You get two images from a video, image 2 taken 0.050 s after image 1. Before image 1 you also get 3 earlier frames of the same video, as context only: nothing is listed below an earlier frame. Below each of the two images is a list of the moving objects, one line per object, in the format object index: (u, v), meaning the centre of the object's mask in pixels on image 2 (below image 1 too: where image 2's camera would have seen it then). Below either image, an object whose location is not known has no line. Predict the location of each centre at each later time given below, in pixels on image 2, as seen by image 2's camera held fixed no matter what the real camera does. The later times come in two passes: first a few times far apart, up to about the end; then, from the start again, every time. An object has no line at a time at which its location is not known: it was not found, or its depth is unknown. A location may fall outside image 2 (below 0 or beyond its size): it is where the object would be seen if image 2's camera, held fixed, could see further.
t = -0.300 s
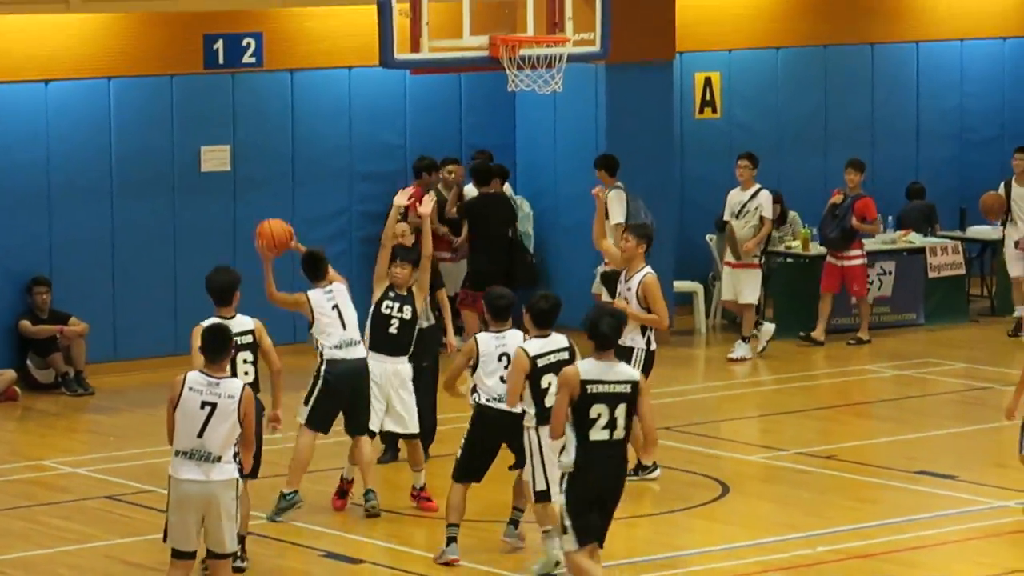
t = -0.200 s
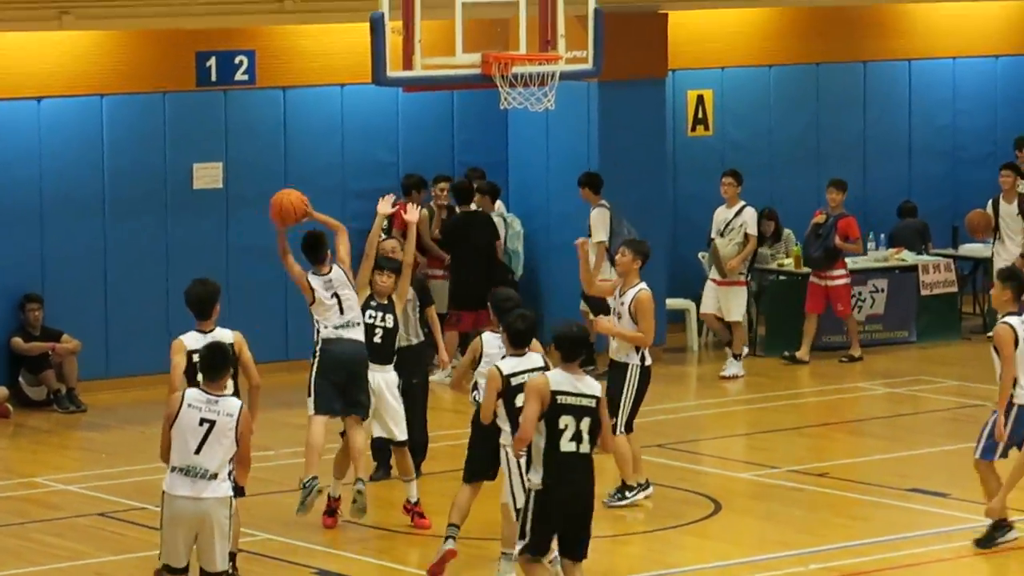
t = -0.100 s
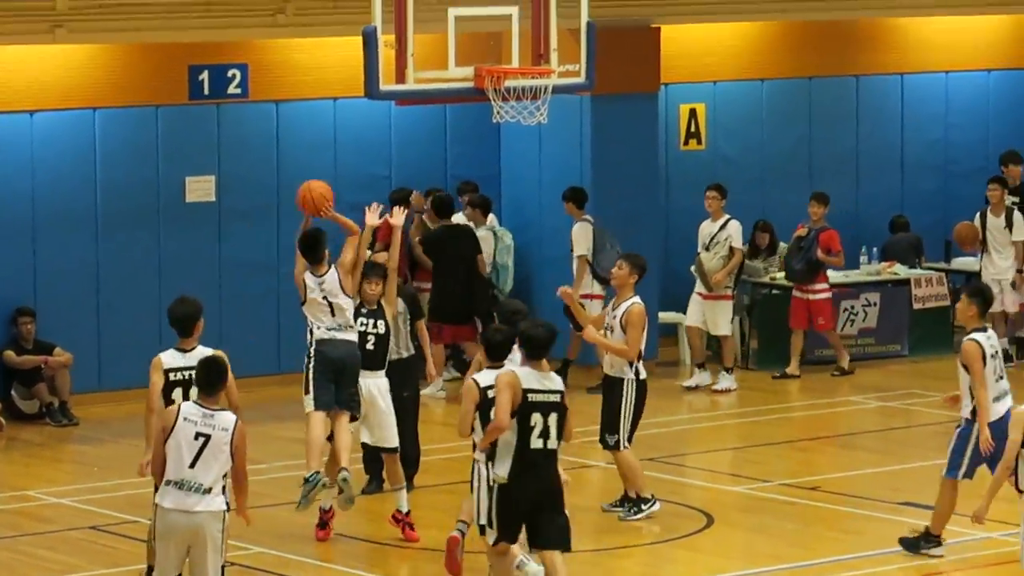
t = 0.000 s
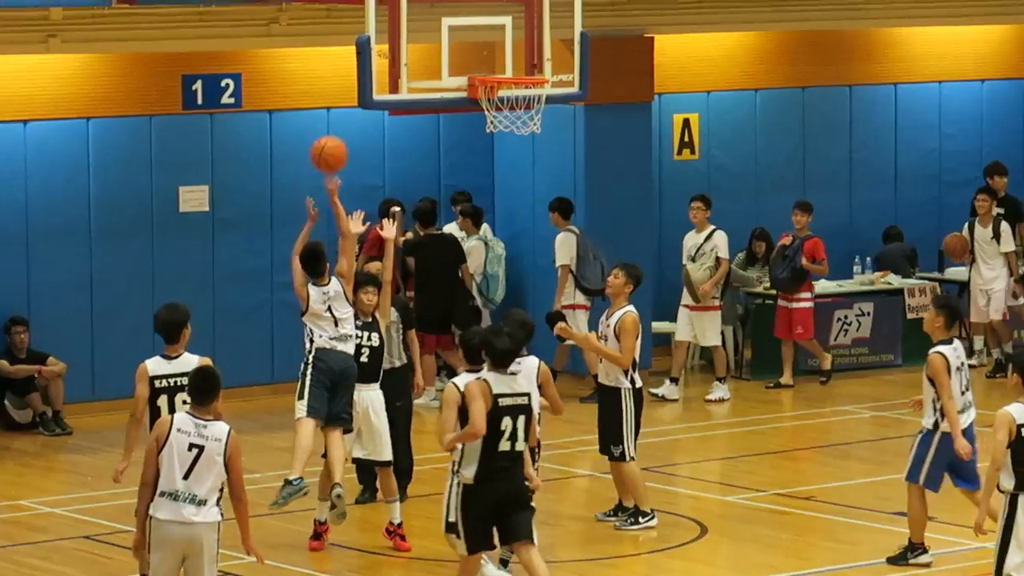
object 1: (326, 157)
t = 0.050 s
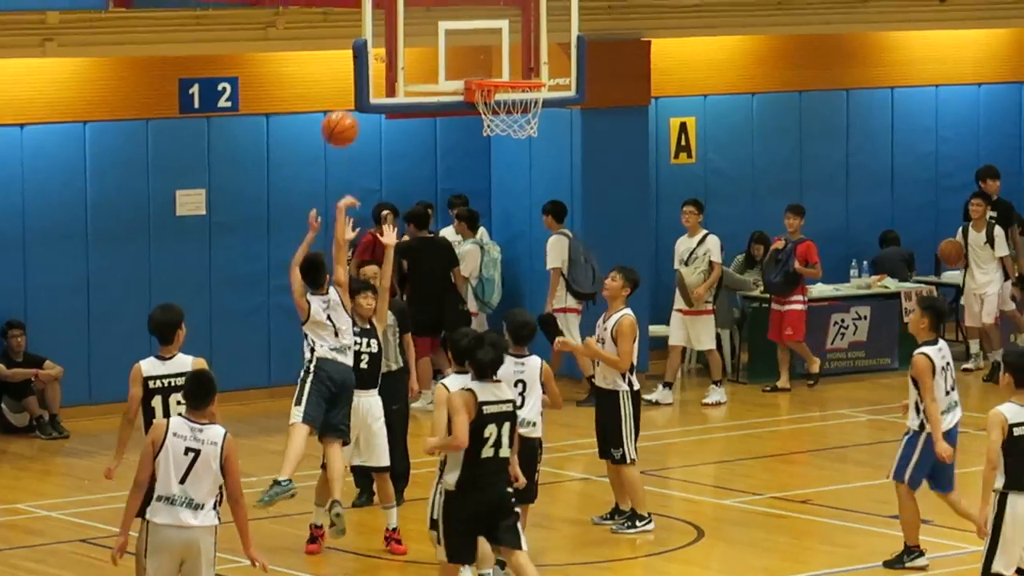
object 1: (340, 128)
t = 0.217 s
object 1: (386, 58)
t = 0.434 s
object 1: (444, 29)
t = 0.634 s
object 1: (490, 64)
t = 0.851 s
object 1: (543, 64)
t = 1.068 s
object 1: (581, 73)
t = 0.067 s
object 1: (345, 120)
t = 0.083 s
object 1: (349, 111)
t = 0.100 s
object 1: (354, 103)
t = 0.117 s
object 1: (358, 95)
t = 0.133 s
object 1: (362, 87)
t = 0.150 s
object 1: (367, 81)
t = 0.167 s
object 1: (372, 74)
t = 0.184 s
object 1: (377, 69)
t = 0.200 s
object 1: (381, 63)
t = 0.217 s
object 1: (386, 58)
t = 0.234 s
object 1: (390, 53)
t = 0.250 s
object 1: (394, 49)
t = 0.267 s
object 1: (399, 45)
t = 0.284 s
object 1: (404, 41)
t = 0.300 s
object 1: (408, 38)
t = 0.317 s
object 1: (413, 36)
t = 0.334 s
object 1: (417, 34)
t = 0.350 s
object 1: (421, 32)
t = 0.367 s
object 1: (426, 31)
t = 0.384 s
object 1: (431, 30)
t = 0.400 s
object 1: (435, 29)
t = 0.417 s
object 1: (440, 29)
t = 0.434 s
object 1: (444, 29)
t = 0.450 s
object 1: (448, 30)
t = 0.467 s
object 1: (452, 31)
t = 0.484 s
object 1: (456, 33)
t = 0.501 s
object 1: (460, 36)
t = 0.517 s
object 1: (464, 39)
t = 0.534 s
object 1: (467, 43)
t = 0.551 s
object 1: (471, 46)
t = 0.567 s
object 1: (475, 50)
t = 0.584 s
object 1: (479, 56)
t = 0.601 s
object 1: (483, 60)
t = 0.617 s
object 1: (486, 64)
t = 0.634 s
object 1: (490, 64)
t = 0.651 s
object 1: (494, 63)
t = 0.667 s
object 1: (499, 62)
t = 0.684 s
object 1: (503, 60)
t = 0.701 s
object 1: (507, 59)
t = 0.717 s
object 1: (511, 59)
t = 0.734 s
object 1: (516, 59)
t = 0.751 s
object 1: (520, 59)
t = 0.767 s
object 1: (524, 60)
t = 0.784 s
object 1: (528, 61)
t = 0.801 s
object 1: (533, 63)
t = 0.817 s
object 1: (538, 64)
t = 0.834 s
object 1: (540, 66)
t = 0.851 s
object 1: (543, 64)
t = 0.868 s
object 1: (547, 63)
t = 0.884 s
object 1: (549, 61)
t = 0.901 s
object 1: (551, 61)
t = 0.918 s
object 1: (555, 60)
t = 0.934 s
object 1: (558, 60)
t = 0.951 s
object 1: (561, 60)
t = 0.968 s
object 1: (564, 61)
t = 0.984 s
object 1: (567, 62)
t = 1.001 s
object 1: (570, 63)
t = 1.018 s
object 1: (573, 65)
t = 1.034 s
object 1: (575, 67)
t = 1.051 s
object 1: (578, 70)
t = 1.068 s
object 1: (581, 73)
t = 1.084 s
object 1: (584, 77)
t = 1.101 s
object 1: (587, 80)
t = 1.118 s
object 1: (590, 85)
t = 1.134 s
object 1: (593, 89)
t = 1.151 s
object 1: (595, 95)
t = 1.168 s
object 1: (598, 100)
